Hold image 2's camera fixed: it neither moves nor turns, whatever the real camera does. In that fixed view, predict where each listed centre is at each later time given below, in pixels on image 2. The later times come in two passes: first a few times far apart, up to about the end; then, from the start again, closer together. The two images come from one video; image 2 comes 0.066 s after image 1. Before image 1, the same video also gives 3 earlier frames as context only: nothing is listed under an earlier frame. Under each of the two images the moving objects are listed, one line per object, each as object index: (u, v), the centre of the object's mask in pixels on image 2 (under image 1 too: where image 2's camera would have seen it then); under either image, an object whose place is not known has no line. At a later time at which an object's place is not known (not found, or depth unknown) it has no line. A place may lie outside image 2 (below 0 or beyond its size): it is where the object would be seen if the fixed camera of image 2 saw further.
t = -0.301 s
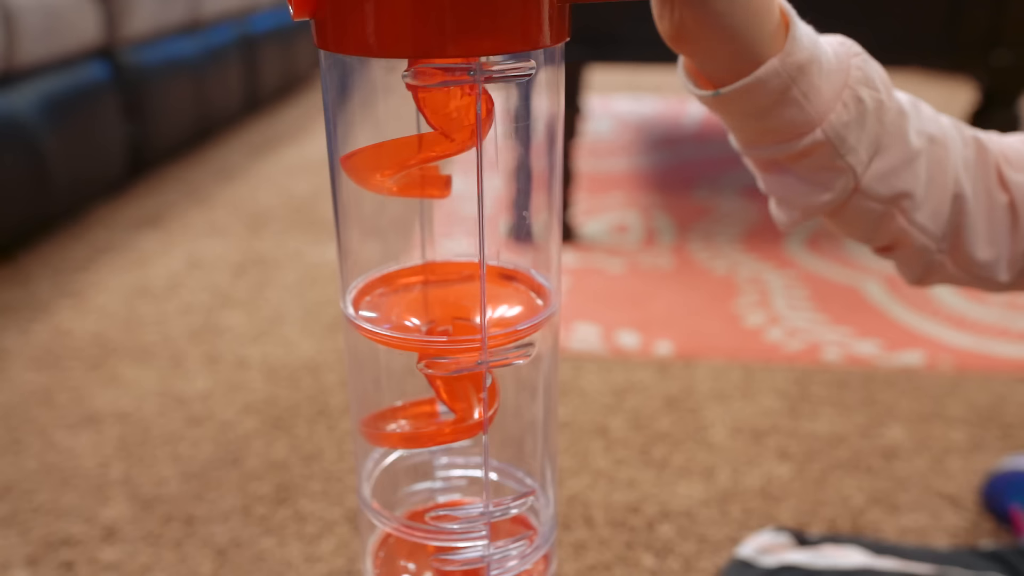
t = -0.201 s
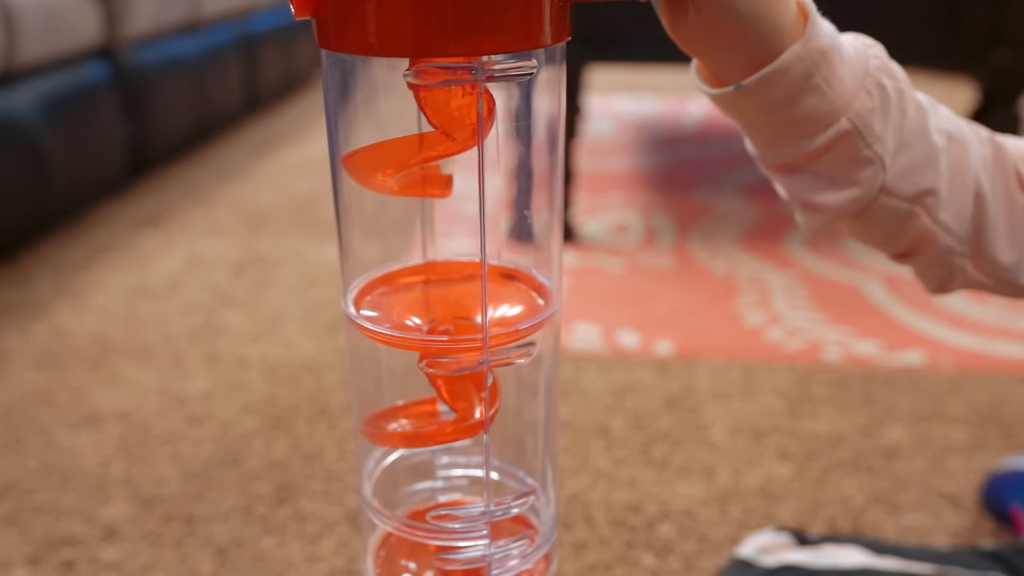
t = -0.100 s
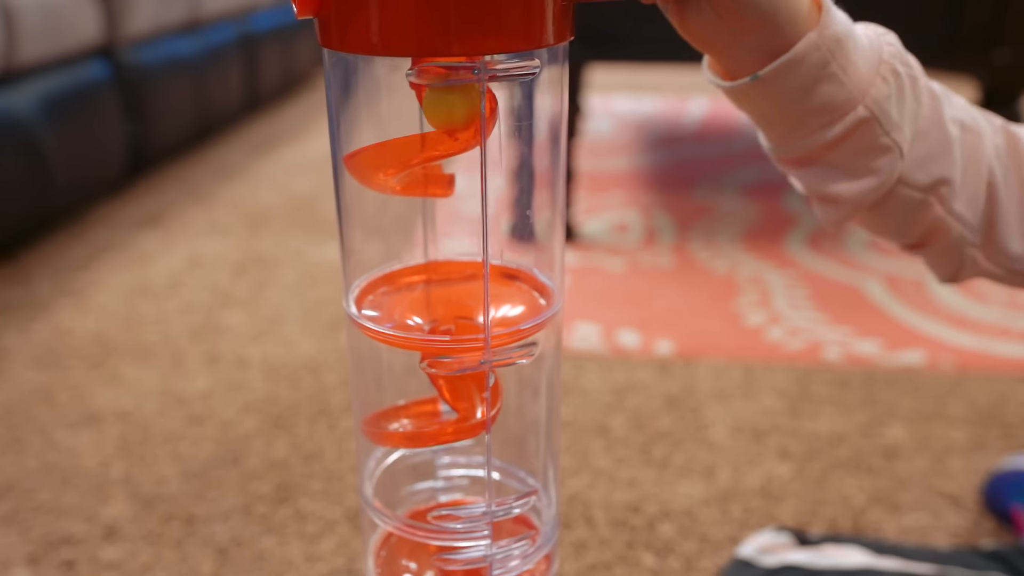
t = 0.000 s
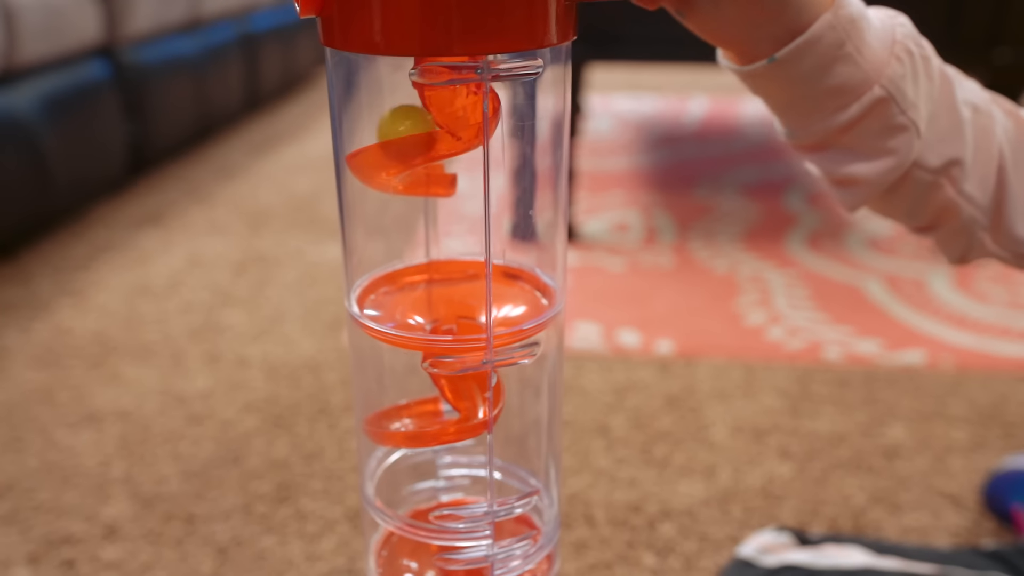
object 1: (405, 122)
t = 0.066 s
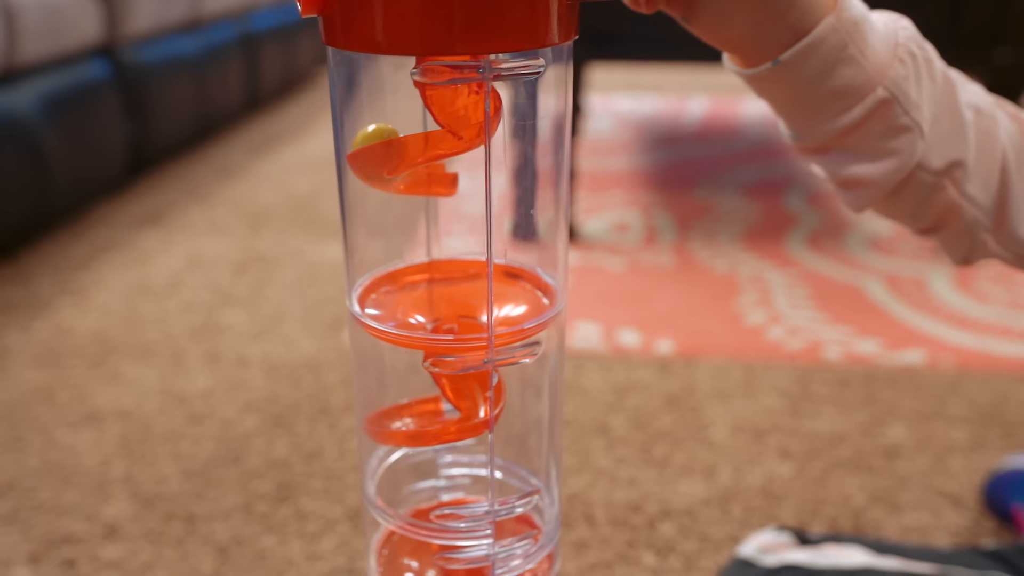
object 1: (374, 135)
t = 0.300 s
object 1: (478, 295)
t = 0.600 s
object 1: (507, 286)
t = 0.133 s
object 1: (437, 167)
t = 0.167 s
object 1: (461, 170)
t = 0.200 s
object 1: (495, 182)
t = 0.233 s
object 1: (517, 218)
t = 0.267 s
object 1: (524, 276)
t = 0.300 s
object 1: (478, 295)
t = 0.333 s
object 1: (434, 302)
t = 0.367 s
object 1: (402, 286)
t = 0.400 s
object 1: (393, 280)
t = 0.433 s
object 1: (388, 291)
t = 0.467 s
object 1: (414, 283)
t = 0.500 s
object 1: (440, 281)
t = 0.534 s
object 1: (470, 281)
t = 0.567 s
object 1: (492, 282)
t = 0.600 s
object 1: (507, 286)
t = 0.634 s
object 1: (516, 292)
